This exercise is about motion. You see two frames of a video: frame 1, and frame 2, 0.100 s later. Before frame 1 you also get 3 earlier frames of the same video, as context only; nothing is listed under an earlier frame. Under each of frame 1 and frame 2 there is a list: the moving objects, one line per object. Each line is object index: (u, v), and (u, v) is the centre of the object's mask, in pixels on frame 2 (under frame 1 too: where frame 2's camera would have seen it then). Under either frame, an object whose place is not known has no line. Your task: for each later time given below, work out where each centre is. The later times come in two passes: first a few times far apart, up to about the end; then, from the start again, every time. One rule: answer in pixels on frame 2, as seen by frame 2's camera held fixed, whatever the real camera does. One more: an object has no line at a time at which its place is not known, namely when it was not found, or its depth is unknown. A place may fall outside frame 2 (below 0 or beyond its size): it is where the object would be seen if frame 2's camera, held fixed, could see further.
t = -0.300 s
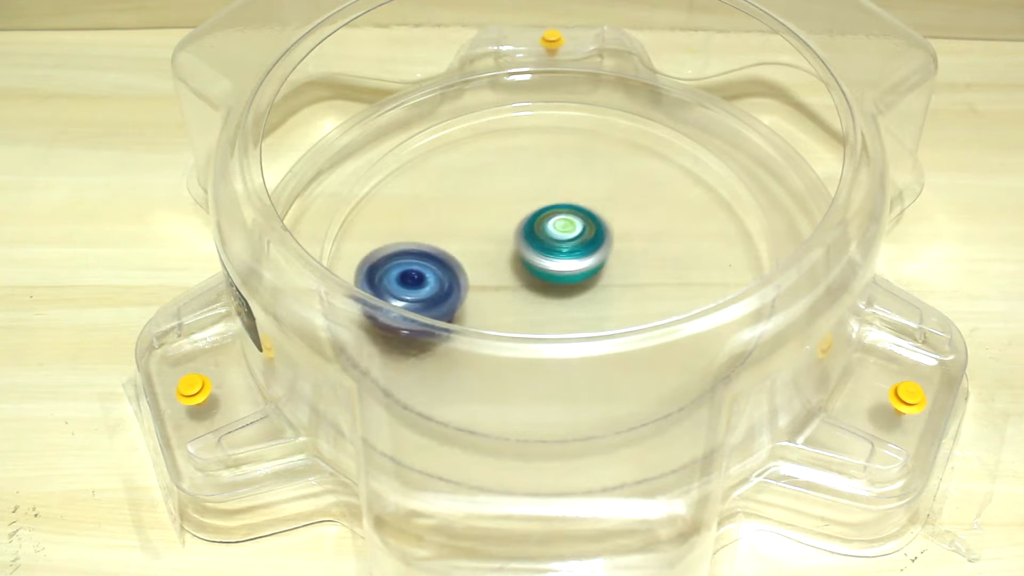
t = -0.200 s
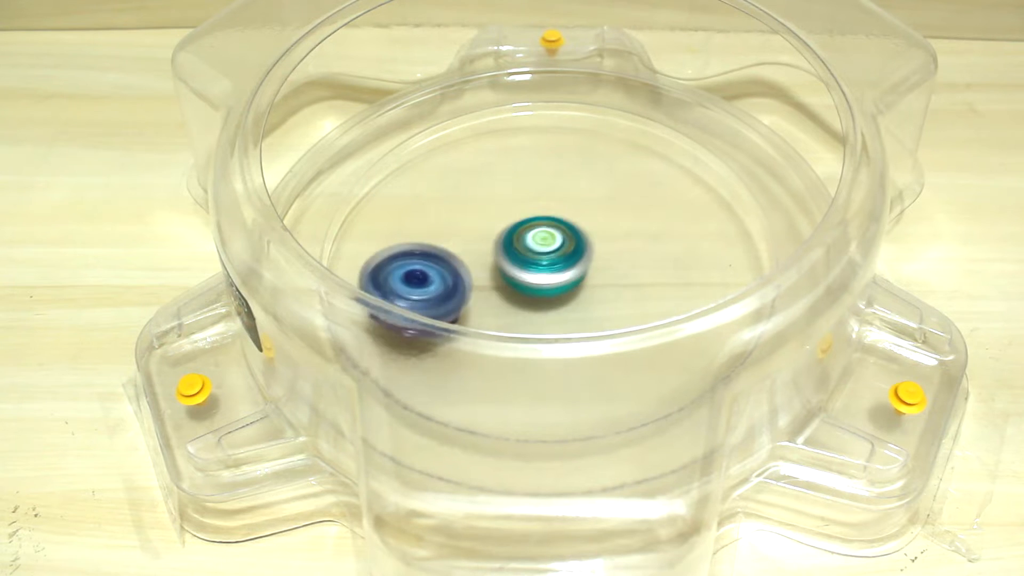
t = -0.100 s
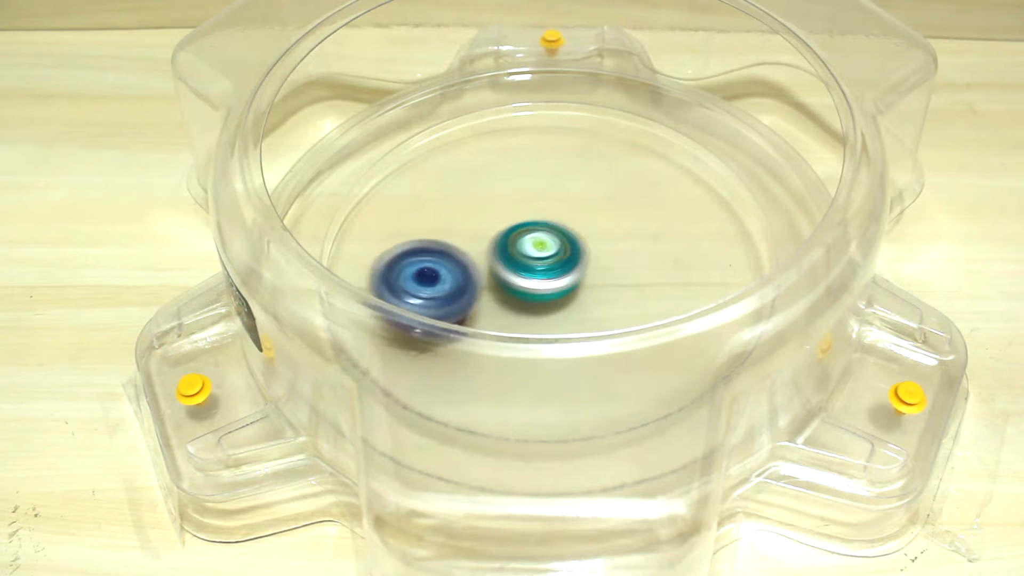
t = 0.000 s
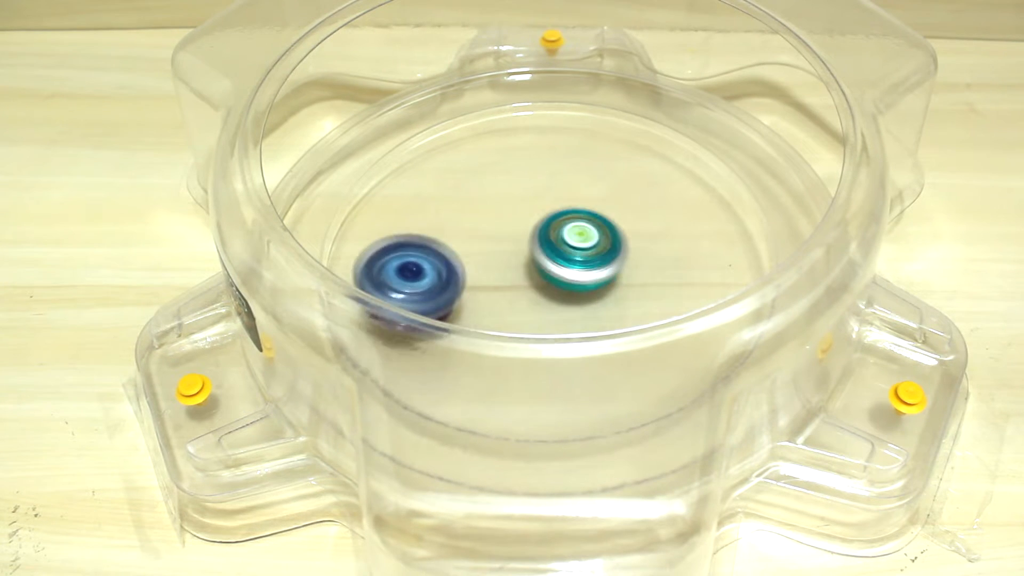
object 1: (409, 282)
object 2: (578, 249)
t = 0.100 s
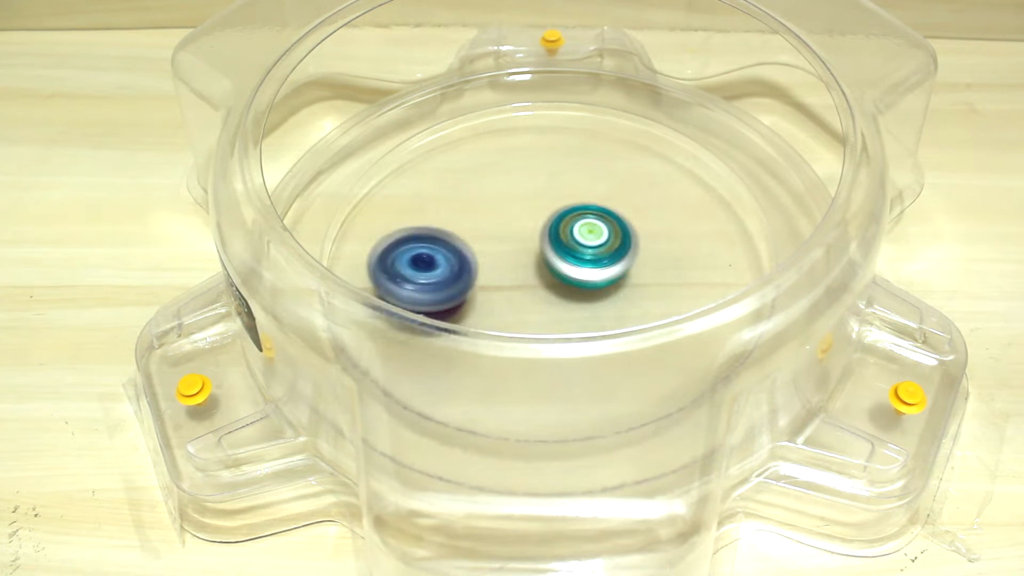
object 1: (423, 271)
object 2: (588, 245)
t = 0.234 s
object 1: (469, 269)
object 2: (571, 244)
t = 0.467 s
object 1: (490, 291)
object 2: (562, 224)
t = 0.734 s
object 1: (526, 292)
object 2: (541, 216)
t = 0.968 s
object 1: (561, 297)
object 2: (558, 217)
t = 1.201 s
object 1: (550, 318)
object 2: (560, 229)
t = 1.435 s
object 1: (526, 321)
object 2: (532, 210)
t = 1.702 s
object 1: (536, 309)
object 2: (504, 204)
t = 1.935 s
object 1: (544, 306)
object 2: (508, 215)
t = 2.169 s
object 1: (584, 296)
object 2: (502, 206)
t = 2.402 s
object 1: (587, 290)
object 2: (514, 226)
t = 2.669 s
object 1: (596, 271)
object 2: (506, 231)
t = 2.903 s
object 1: (605, 258)
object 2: (495, 236)
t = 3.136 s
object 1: (611, 245)
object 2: (478, 244)
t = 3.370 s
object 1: (592, 232)
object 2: (491, 253)
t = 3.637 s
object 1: (632, 233)
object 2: (459, 253)
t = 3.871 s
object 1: (586, 238)
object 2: (479, 257)
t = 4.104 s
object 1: (663, 219)
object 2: (383, 256)
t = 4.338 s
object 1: (689, 239)
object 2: (435, 254)
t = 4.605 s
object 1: (611, 257)
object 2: (507, 227)
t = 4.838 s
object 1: (580, 263)
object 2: (498, 207)
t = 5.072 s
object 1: (550, 273)
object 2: (474, 202)
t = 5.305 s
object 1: (556, 287)
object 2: (478, 204)
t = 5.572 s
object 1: (566, 303)
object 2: (483, 213)
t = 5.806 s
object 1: (568, 320)
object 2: (492, 223)
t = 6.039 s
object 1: (585, 296)
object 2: (495, 230)
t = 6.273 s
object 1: (602, 283)
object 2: (511, 229)
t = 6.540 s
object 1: (611, 251)
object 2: (494, 233)
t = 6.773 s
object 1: (617, 230)
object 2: (482, 239)
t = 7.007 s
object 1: (590, 217)
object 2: (489, 253)
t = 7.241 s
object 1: (577, 205)
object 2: (497, 262)
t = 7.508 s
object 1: (571, 202)
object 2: (494, 276)
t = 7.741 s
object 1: (555, 202)
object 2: (498, 280)
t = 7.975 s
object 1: (556, 193)
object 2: (497, 284)
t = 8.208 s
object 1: (552, 200)
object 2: (510, 284)
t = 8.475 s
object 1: (545, 210)
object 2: (510, 286)
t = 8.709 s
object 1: (557, 177)
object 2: (510, 299)
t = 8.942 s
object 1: (556, 191)
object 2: (541, 281)
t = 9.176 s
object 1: (536, 210)
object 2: (548, 291)
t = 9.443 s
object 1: (511, 212)
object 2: (535, 308)
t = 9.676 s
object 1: (494, 216)
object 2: (520, 301)
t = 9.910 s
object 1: (493, 218)
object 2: (539, 292)
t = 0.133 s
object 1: (431, 271)
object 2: (586, 245)
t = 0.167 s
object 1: (443, 270)
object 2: (582, 244)
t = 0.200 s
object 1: (457, 268)
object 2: (576, 244)
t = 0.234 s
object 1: (469, 269)
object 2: (571, 244)
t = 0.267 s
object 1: (471, 274)
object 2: (576, 239)
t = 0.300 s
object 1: (473, 278)
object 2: (578, 235)
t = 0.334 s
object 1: (477, 281)
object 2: (578, 233)
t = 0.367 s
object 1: (481, 284)
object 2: (576, 230)
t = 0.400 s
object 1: (484, 287)
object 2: (572, 228)
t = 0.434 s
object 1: (487, 289)
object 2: (567, 226)
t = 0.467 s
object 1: (490, 291)
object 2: (562, 224)
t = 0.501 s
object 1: (494, 292)
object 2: (556, 222)
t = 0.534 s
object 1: (497, 293)
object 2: (552, 220)
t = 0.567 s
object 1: (501, 293)
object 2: (548, 218)
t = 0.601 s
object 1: (505, 294)
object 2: (544, 217)
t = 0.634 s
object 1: (511, 294)
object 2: (542, 216)
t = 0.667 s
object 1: (515, 294)
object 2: (541, 216)
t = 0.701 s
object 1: (521, 293)
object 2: (541, 215)
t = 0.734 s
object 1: (526, 292)
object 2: (541, 216)
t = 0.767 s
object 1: (532, 291)
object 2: (542, 215)
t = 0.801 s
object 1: (538, 292)
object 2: (543, 214)
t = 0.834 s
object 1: (544, 293)
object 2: (545, 214)
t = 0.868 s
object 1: (549, 293)
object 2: (547, 216)
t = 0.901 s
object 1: (553, 293)
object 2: (551, 217)
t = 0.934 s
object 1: (558, 293)
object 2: (554, 219)
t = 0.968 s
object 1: (561, 297)
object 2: (558, 217)
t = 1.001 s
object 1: (563, 300)
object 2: (560, 213)
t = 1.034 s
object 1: (563, 302)
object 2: (563, 211)
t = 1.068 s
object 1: (562, 304)
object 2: (565, 212)
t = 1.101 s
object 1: (560, 305)
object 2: (566, 214)
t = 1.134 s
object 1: (557, 320)
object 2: (564, 219)
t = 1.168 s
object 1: (554, 320)
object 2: (563, 223)
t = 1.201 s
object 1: (550, 318)
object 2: (560, 229)
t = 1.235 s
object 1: (547, 304)
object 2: (557, 233)
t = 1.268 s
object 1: (545, 317)
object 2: (553, 232)
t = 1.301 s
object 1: (543, 323)
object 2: (549, 224)
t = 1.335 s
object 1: (538, 324)
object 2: (544, 217)
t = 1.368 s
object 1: (534, 325)
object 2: (540, 213)
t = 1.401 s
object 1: (529, 324)
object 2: (536, 210)
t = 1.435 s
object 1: (526, 321)
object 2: (532, 210)
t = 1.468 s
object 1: (524, 318)
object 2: (528, 210)
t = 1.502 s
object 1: (522, 314)
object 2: (525, 213)
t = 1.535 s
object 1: (521, 310)
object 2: (521, 216)
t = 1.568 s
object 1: (523, 297)
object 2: (518, 218)
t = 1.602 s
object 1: (528, 296)
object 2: (513, 219)
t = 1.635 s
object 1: (532, 297)
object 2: (508, 212)
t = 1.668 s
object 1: (535, 301)
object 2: (505, 207)
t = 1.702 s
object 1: (536, 309)
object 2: (504, 204)
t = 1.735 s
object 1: (538, 310)
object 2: (504, 202)
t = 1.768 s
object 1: (540, 311)
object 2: (504, 202)
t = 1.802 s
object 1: (541, 312)
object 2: (504, 204)
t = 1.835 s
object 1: (540, 312)
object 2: (505, 206)
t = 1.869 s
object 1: (541, 311)
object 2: (506, 209)
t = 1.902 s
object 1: (543, 309)
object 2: (507, 212)
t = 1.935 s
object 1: (544, 306)
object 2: (508, 215)
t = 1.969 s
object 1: (547, 297)
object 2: (508, 217)
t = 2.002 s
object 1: (550, 292)
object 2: (508, 218)
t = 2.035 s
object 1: (558, 290)
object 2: (507, 217)
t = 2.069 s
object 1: (568, 292)
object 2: (503, 211)
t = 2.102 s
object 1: (575, 294)
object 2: (501, 208)
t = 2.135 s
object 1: (580, 295)
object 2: (501, 206)
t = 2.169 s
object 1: (584, 296)
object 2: (502, 206)
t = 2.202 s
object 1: (586, 296)
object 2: (505, 207)
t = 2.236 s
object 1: (587, 295)
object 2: (507, 209)
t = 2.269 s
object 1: (588, 295)
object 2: (509, 212)
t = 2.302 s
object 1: (588, 295)
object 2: (511, 215)
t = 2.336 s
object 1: (588, 293)
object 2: (512, 219)
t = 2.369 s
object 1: (588, 292)
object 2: (513, 223)
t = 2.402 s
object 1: (587, 290)
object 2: (514, 226)
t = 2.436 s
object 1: (586, 287)
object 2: (514, 229)
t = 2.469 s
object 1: (588, 285)
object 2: (512, 228)
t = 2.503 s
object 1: (591, 284)
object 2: (509, 227)
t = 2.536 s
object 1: (593, 282)
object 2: (507, 226)
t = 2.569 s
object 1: (595, 280)
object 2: (507, 226)
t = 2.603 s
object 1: (595, 278)
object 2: (506, 228)
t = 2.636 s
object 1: (595, 275)
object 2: (506, 229)
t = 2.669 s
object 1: (596, 271)
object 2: (506, 231)
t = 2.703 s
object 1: (599, 269)
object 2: (503, 232)
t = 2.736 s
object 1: (604, 267)
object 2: (499, 231)
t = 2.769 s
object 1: (605, 266)
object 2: (497, 231)
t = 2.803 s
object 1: (606, 264)
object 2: (495, 231)
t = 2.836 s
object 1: (606, 262)
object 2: (495, 233)
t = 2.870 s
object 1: (606, 260)
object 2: (495, 234)
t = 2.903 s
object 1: (605, 258)
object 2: (495, 236)
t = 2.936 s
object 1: (604, 255)
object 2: (496, 238)
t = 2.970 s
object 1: (603, 254)
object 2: (497, 240)
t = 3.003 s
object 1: (603, 252)
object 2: (495, 242)
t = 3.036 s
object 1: (607, 250)
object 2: (487, 243)
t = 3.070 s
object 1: (609, 248)
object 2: (482, 243)
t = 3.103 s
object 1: (610, 247)
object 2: (479, 244)
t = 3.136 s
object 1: (611, 245)
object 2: (478, 244)
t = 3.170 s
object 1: (610, 243)
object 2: (479, 245)
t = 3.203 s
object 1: (609, 242)
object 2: (480, 246)
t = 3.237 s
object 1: (606, 240)
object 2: (482, 247)
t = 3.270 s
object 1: (604, 238)
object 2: (485, 249)
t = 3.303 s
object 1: (600, 236)
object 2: (487, 250)
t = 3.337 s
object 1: (596, 234)
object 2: (489, 251)
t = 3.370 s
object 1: (592, 232)
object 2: (491, 253)
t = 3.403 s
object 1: (606, 226)
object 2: (474, 254)
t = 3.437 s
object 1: (617, 224)
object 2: (461, 255)
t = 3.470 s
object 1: (626, 224)
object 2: (453, 254)
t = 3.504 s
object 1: (632, 225)
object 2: (450, 253)
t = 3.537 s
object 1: (635, 227)
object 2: (449, 252)
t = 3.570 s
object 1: (636, 229)
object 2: (451, 252)
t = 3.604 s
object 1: (635, 231)
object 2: (455, 252)
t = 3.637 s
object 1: (632, 233)
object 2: (459, 253)
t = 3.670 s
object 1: (628, 235)
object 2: (463, 254)
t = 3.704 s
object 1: (623, 237)
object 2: (467, 255)
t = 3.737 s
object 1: (615, 238)
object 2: (471, 256)
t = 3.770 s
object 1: (607, 239)
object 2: (476, 256)
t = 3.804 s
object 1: (598, 239)
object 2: (480, 257)
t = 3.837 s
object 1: (589, 239)
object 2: (484, 257)
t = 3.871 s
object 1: (586, 238)
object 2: (479, 257)
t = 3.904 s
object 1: (582, 236)
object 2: (476, 257)
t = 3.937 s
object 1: (577, 234)
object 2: (476, 256)
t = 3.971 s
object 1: (580, 231)
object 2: (465, 256)
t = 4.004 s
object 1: (607, 224)
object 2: (433, 258)
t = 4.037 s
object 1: (631, 219)
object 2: (408, 258)
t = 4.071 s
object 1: (650, 218)
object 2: (392, 257)
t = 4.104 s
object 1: (663, 219)
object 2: (383, 256)
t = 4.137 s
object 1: (673, 220)
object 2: (380, 255)
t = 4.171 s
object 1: (681, 222)
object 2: (383, 255)
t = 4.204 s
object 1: (686, 225)
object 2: (391, 254)
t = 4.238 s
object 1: (689, 227)
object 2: (400, 253)
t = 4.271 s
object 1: (691, 230)
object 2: (412, 252)
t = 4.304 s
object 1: (692, 233)
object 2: (423, 253)
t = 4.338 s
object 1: (689, 239)
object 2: (435, 254)
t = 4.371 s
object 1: (682, 244)
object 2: (448, 255)
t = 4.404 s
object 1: (672, 248)
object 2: (460, 255)
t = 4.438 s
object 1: (661, 251)
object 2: (472, 253)
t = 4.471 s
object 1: (647, 253)
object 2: (483, 250)
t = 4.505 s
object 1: (632, 254)
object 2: (495, 246)
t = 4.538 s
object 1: (617, 255)
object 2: (506, 241)
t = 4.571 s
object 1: (607, 255)
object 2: (512, 235)
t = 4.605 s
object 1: (611, 257)
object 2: (507, 227)
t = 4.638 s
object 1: (611, 258)
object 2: (504, 220)
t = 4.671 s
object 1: (609, 260)
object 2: (502, 214)
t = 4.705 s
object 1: (604, 261)
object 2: (502, 211)
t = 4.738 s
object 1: (597, 262)
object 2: (501, 209)
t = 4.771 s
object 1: (590, 262)
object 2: (502, 209)
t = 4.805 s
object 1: (583, 262)
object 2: (502, 209)
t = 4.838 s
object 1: (580, 263)
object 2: (498, 207)
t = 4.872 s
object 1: (580, 269)
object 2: (488, 201)
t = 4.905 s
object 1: (577, 272)
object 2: (481, 197)
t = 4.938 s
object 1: (572, 274)
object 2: (476, 195)
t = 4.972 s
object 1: (567, 275)
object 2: (473, 194)
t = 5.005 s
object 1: (561, 275)
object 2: (472, 195)
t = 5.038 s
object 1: (555, 273)
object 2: (472, 198)
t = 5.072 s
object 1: (550, 273)
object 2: (474, 202)
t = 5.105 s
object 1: (545, 271)
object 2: (477, 205)
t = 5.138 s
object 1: (543, 270)
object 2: (480, 208)
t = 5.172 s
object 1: (548, 275)
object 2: (476, 204)
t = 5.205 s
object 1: (552, 279)
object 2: (473, 203)
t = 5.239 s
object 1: (553, 282)
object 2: (473, 202)
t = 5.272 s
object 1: (555, 285)
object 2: (475, 203)
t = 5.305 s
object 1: (556, 287)
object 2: (478, 204)
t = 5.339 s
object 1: (556, 288)
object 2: (482, 208)
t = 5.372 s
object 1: (556, 290)
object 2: (486, 213)
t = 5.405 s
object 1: (555, 291)
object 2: (490, 218)
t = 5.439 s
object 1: (554, 291)
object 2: (494, 221)
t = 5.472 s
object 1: (552, 291)
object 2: (497, 224)
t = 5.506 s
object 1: (557, 294)
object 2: (493, 222)
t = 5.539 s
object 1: (564, 299)
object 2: (487, 217)
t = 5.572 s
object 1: (566, 303)
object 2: (483, 213)
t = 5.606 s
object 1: (568, 317)
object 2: (482, 210)
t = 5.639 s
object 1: (569, 322)
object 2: (482, 209)
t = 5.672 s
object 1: (569, 324)
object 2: (483, 210)
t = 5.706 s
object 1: (570, 324)
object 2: (485, 212)
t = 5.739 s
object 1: (570, 324)
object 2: (488, 215)
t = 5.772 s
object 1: (569, 323)
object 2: (490, 218)
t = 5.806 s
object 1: (568, 320)
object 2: (492, 223)
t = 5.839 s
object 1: (566, 317)
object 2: (494, 227)
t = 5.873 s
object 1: (566, 311)
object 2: (495, 232)
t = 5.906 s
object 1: (566, 308)
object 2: (498, 236)
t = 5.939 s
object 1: (566, 296)
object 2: (500, 239)
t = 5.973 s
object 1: (574, 296)
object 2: (497, 236)
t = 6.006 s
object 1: (580, 296)
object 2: (496, 232)
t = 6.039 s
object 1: (585, 296)
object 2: (495, 230)
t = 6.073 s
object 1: (589, 295)
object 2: (495, 228)
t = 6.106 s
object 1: (594, 294)
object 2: (496, 226)
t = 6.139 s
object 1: (598, 293)
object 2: (498, 225)
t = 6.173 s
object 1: (600, 291)
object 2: (501, 226)
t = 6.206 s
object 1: (601, 289)
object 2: (504, 226)
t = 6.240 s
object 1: (602, 286)
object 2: (507, 226)
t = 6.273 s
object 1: (602, 283)
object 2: (511, 229)
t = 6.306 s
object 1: (601, 279)
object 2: (515, 231)
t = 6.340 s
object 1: (602, 275)
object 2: (517, 231)
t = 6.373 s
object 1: (604, 271)
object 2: (513, 231)
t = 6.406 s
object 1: (604, 269)
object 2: (511, 231)
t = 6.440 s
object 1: (604, 264)
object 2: (510, 231)
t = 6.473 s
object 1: (603, 260)
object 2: (508, 231)
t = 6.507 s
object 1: (606, 255)
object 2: (503, 233)
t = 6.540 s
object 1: (611, 251)
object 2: (494, 233)
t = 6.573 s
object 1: (615, 248)
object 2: (488, 232)
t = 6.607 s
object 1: (618, 244)
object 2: (483, 232)
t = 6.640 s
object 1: (620, 240)
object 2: (481, 233)
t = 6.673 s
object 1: (620, 237)
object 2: (480, 234)
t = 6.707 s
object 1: (620, 234)
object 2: (481, 235)
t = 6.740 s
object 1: (619, 232)
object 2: (481, 237)
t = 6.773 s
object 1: (617, 230)
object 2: (482, 239)
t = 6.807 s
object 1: (614, 228)
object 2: (483, 241)
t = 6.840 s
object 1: (610, 226)
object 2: (485, 243)
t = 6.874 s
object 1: (605, 224)
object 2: (486, 245)
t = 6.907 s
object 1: (600, 222)
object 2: (488, 247)
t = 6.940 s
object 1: (594, 221)
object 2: (490, 248)
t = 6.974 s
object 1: (589, 220)
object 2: (492, 249)
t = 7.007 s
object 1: (590, 217)
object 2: (489, 253)
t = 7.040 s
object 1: (590, 214)
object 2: (487, 254)
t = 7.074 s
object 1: (589, 212)
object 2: (486, 254)
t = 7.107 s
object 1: (587, 210)
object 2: (487, 255)
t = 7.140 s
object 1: (584, 208)
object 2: (490, 257)
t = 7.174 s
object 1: (581, 207)
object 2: (493, 257)
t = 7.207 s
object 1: (578, 207)
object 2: (496, 259)
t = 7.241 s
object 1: (577, 205)
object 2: (497, 262)
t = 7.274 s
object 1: (579, 202)
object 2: (492, 267)
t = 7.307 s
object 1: (580, 200)
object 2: (489, 271)
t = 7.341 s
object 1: (581, 199)
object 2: (489, 273)
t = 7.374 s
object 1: (580, 198)
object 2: (488, 274)
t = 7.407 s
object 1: (579, 198)
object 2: (488, 276)
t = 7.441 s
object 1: (578, 199)
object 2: (490, 276)
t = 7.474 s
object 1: (575, 200)
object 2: (492, 275)
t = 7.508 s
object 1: (571, 202)
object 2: (494, 276)
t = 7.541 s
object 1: (567, 204)
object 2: (497, 275)
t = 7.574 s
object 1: (563, 207)
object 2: (500, 275)
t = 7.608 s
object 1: (557, 209)
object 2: (502, 276)
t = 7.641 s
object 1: (556, 207)
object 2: (501, 278)
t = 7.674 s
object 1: (556, 204)
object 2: (498, 281)
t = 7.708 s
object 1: (555, 201)
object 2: (497, 281)
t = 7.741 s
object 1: (555, 202)
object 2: (498, 280)
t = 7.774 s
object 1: (554, 202)
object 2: (500, 277)
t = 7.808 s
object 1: (553, 202)
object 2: (502, 276)
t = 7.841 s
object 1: (552, 201)
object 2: (504, 275)
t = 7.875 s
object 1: (553, 197)
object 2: (500, 280)
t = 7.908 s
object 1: (555, 195)
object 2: (498, 282)
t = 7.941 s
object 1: (555, 195)
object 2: (497, 284)
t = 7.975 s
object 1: (556, 193)
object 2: (497, 284)
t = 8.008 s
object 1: (555, 194)
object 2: (498, 284)
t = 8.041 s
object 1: (554, 195)
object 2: (500, 282)
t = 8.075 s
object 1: (554, 196)
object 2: (502, 281)
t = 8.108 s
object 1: (553, 196)
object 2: (506, 279)
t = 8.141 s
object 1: (552, 199)
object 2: (509, 277)
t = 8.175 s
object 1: (551, 201)
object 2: (512, 279)
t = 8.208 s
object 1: (552, 200)
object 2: (510, 284)
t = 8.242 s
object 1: (553, 199)
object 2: (508, 289)
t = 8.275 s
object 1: (553, 199)
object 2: (507, 290)
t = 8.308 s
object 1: (552, 200)
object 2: (505, 290)
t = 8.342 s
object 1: (553, 202)
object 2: (505, 290)
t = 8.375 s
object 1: (552, 203)
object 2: (506, 289)
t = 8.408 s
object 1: (550, 206)
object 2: (507, 288)
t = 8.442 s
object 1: (548, 208)
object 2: (510, 286)
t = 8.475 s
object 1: (545, 210)
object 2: (510, 286)
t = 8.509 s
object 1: (547, 200)
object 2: (508, 295)
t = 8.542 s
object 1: (549, 191)
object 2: (507, 299)
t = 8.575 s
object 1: (552, 186)
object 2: (506, 302)
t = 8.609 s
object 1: (555, 182)
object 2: (506, 302)
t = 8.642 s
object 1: (556, 179)
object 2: (506, 303)
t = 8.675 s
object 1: (557, 176)
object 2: (507, 302)
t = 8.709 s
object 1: (557, 177)
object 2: (510, 299)
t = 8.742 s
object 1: (559, 177)
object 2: (513, 298)
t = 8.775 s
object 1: (560, 176)
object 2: (519, 296)
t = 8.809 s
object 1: (561, 177)
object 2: (523, 293)
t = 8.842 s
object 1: (559, 178)
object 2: (528, 290)
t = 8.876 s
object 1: (560, 182)
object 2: (533, 287)
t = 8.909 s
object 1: (557, 185)
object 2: (537, 284)
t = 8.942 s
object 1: (556, 191)
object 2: (541, 281)
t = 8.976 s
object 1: (554, 195)
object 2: (544, 279)
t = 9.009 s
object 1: (552, 197)
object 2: (546, 279)
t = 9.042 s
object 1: (549, 199)
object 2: (547, 282)
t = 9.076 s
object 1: (547, 201)
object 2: (547, 285)
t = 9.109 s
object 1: (544, 205)
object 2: (547, 288)
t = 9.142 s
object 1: (540, 207)
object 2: (547, 290)
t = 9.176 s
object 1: (536, 210)
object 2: (548, 291)
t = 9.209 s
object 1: (532, 212)
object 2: (548, 293)
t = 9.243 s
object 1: (527, 213)
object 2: (548, 297)
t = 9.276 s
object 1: (523, 210)
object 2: (548, 301)
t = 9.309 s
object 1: (521, 209)
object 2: (546, 304)
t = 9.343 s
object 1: (517, 209)
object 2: (545, 306)
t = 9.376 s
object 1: (516, 209)
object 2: (541, 307)
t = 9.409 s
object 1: (512, 211)
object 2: (539, 308)
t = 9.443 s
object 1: (511, 212)
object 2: (535, 308)
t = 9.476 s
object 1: (507, 214)
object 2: (533, 307)
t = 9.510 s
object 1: (506, 215)
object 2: (529, 304)
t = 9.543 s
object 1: (503, 218)
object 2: (526, 302)
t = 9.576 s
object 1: (502, 219)
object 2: (522, 299)
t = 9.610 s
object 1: (498, 216)
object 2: (521, 301)
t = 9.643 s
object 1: (497, 215)
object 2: (520, 301)
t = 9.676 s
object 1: (494, 216)
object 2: (520, 301)
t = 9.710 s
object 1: (495, 217)
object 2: (519, 299)
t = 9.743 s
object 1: (492, 217)
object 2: (520, 297)
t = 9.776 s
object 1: (493, 218)
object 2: (522, 296)
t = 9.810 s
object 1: (492, 218)
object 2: (527, 294)
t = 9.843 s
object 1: (492, 218)
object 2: (531, 294)
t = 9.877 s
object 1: (492, 218)
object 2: (535, 293)
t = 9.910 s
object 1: (493, 218)
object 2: (539, 292)
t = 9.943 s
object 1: (493, 219)
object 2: (544, 292)
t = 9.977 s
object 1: (493, 220)
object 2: (546, 291)
